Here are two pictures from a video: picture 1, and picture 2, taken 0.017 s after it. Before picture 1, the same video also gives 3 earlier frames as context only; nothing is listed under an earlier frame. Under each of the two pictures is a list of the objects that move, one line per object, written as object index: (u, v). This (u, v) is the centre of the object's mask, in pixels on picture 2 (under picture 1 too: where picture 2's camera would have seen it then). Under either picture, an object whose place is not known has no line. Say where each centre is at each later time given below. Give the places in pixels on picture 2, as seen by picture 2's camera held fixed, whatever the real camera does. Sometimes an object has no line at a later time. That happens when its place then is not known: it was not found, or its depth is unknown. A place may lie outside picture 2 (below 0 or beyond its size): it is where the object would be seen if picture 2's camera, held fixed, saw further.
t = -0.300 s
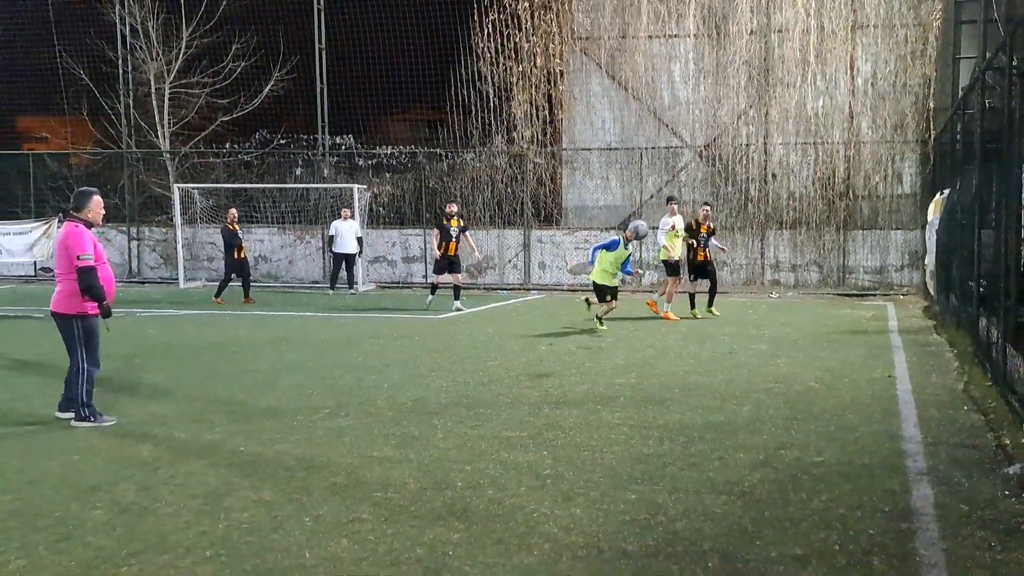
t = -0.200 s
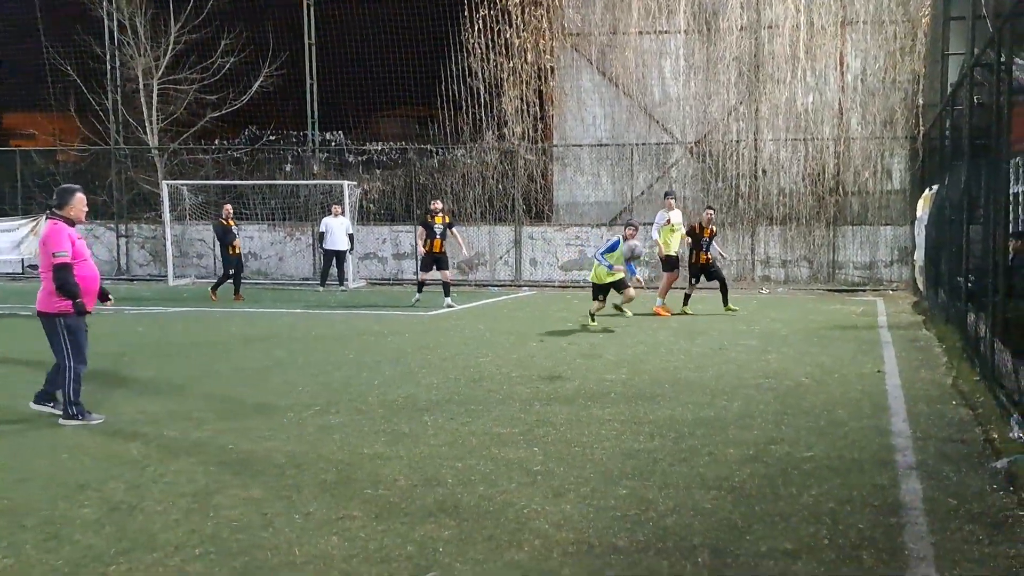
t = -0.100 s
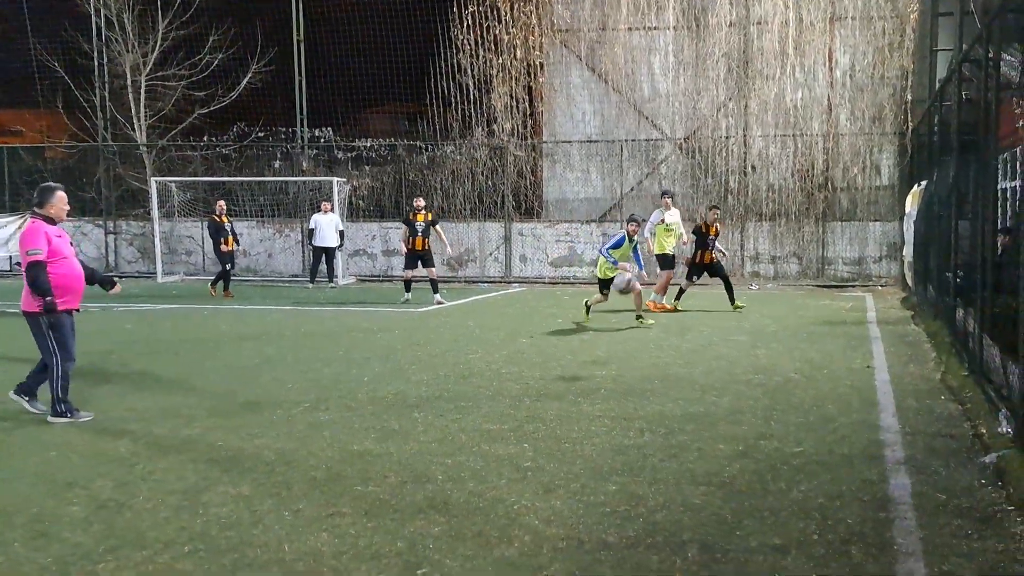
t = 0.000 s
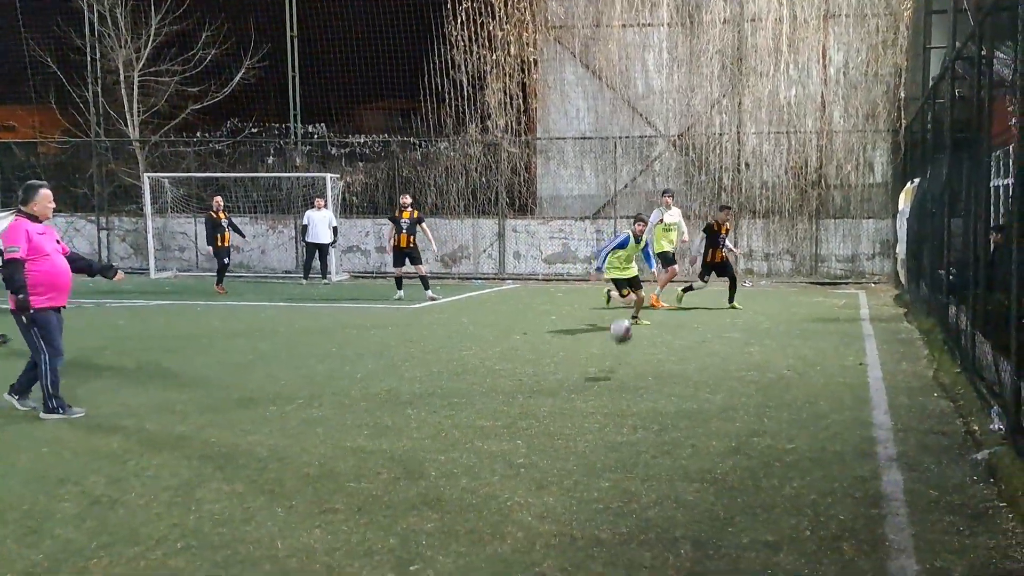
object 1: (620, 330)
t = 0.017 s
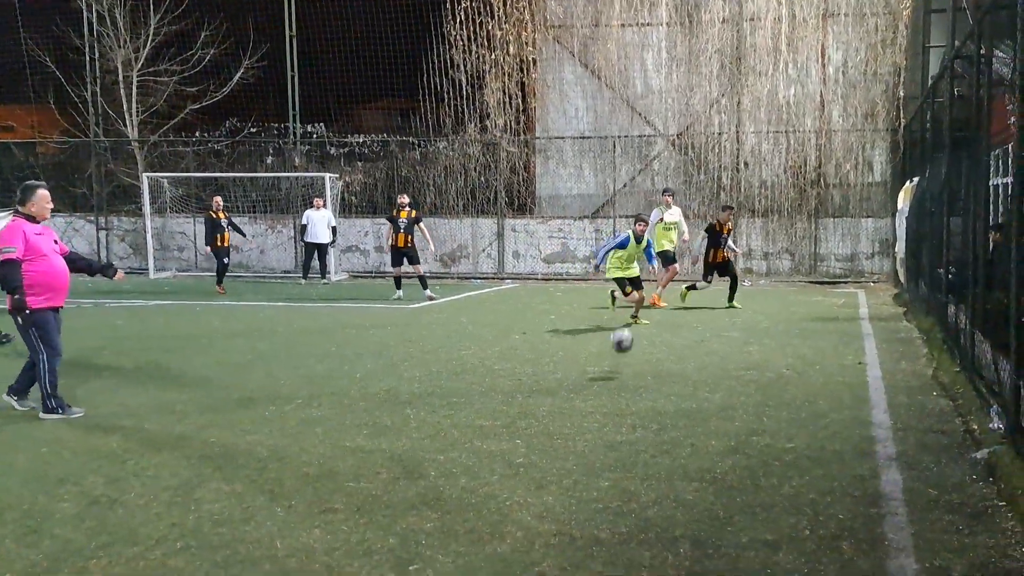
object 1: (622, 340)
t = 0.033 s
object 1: (622, 352)
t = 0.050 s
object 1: (623, 364)
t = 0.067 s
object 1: (623, 368)
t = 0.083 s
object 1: (622, 360)
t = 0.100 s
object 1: (621, 355)
